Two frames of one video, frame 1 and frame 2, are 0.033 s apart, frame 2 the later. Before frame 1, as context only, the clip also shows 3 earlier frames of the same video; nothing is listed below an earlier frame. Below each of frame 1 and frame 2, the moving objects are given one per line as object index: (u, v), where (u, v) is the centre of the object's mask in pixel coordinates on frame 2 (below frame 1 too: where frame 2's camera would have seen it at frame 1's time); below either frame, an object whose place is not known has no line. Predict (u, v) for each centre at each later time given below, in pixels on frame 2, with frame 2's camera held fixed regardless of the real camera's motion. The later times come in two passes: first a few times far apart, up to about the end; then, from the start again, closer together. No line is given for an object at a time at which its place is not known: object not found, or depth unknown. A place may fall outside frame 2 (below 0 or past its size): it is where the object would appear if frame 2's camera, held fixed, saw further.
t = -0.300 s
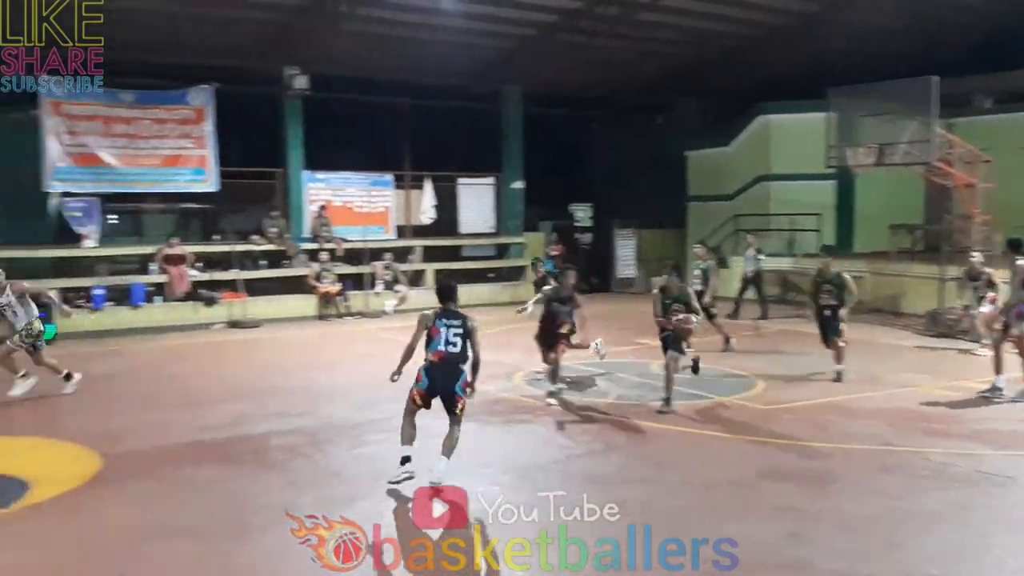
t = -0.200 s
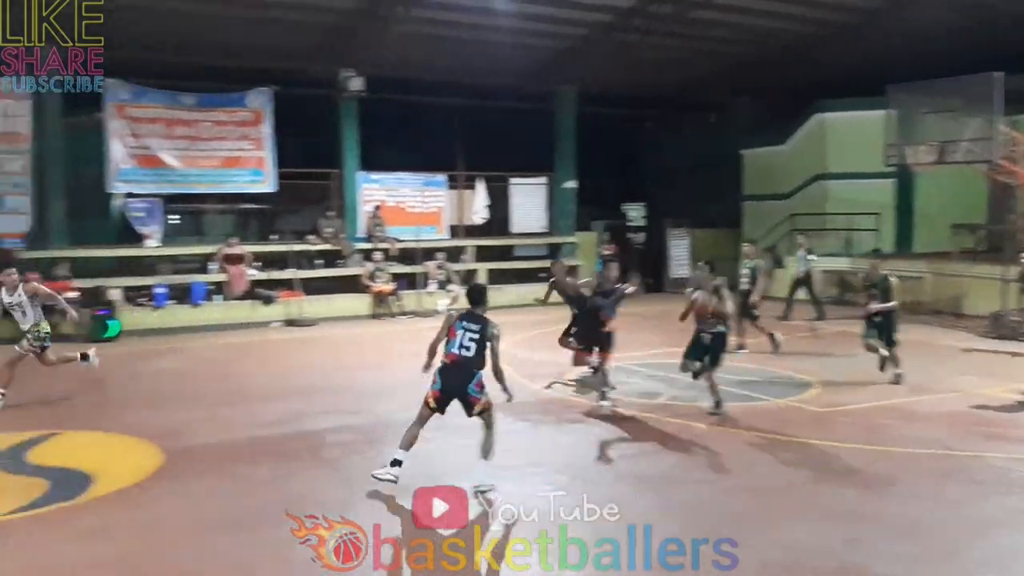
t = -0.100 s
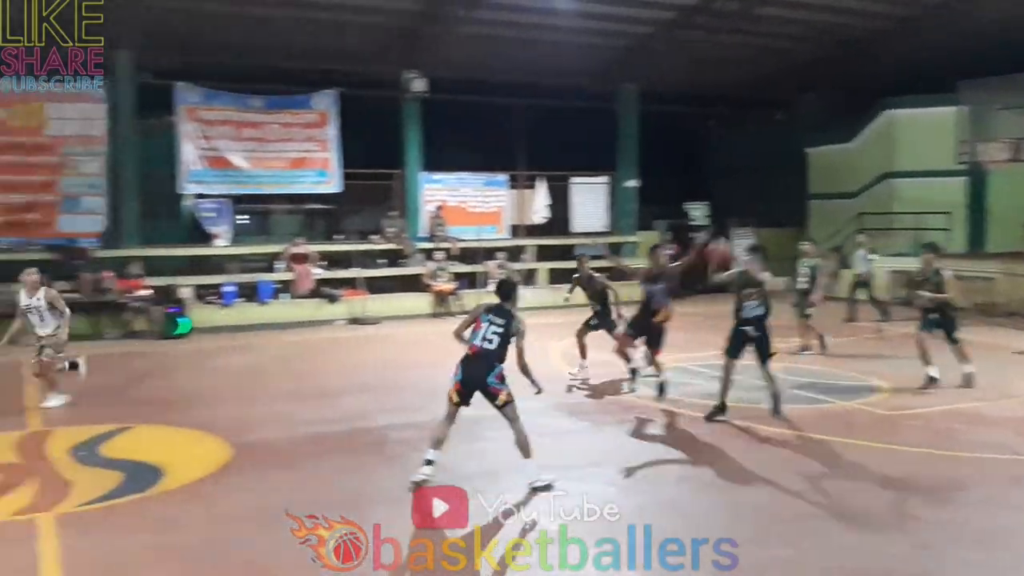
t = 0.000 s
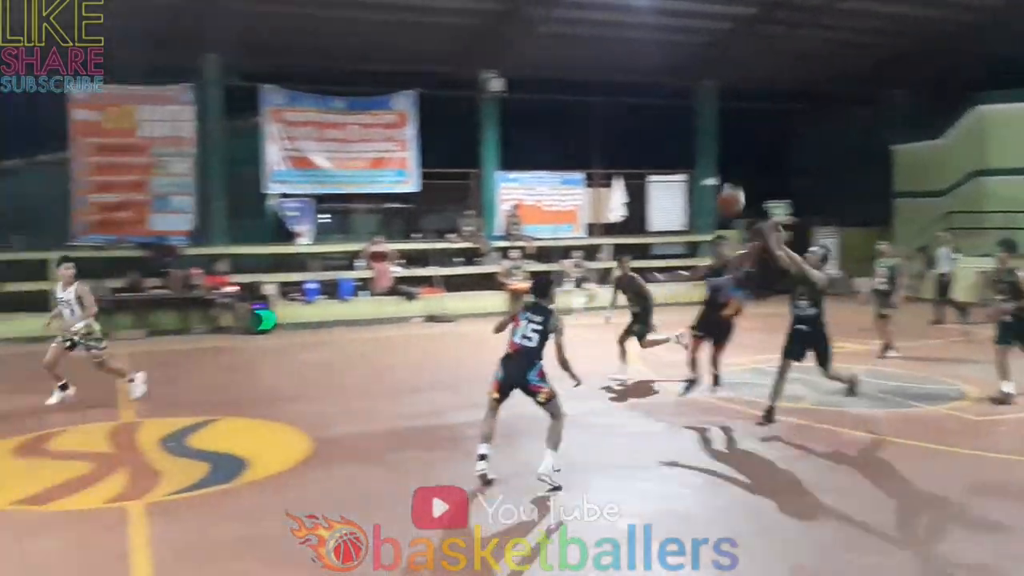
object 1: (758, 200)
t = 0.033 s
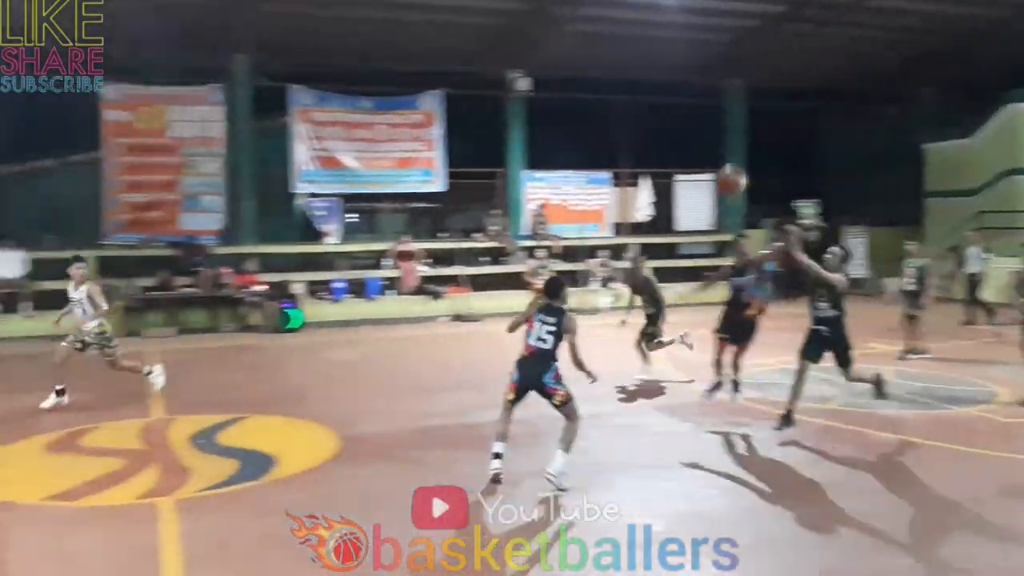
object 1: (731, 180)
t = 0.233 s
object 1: (550, 86)
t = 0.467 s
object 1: (272, 13)
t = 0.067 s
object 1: (708, 161)
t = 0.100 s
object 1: (678, 148)
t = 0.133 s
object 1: (648, 131)
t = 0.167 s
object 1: (617, 116)
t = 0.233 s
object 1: (550, 86)
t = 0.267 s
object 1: (515, 73)
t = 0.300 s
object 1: (479, 61)
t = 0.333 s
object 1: (440, 50)
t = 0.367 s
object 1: (400, 38)
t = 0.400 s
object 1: (360, 29)
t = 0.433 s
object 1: (317, 20)
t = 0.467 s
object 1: (272, 13)
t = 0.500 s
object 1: (222, 6)
